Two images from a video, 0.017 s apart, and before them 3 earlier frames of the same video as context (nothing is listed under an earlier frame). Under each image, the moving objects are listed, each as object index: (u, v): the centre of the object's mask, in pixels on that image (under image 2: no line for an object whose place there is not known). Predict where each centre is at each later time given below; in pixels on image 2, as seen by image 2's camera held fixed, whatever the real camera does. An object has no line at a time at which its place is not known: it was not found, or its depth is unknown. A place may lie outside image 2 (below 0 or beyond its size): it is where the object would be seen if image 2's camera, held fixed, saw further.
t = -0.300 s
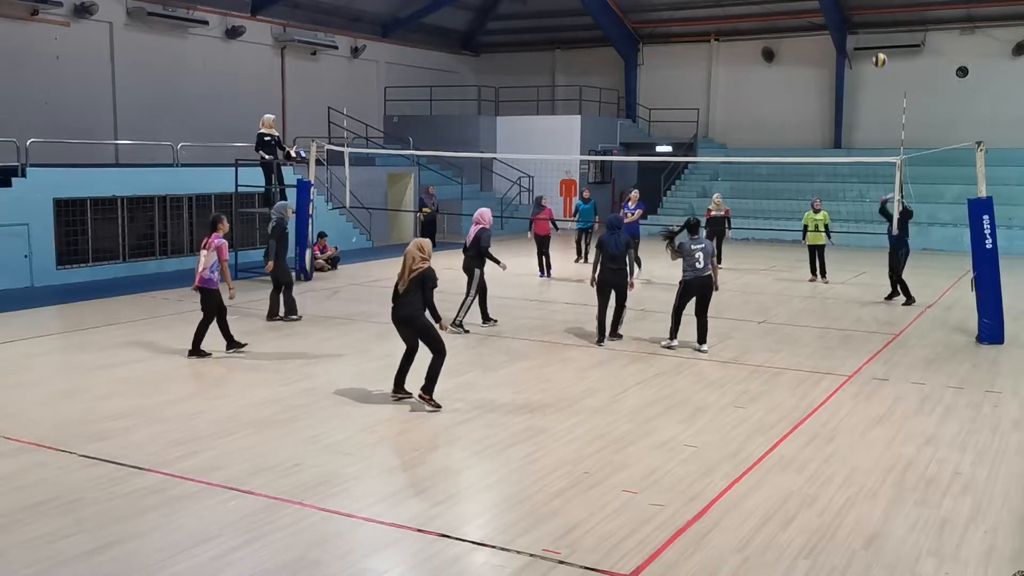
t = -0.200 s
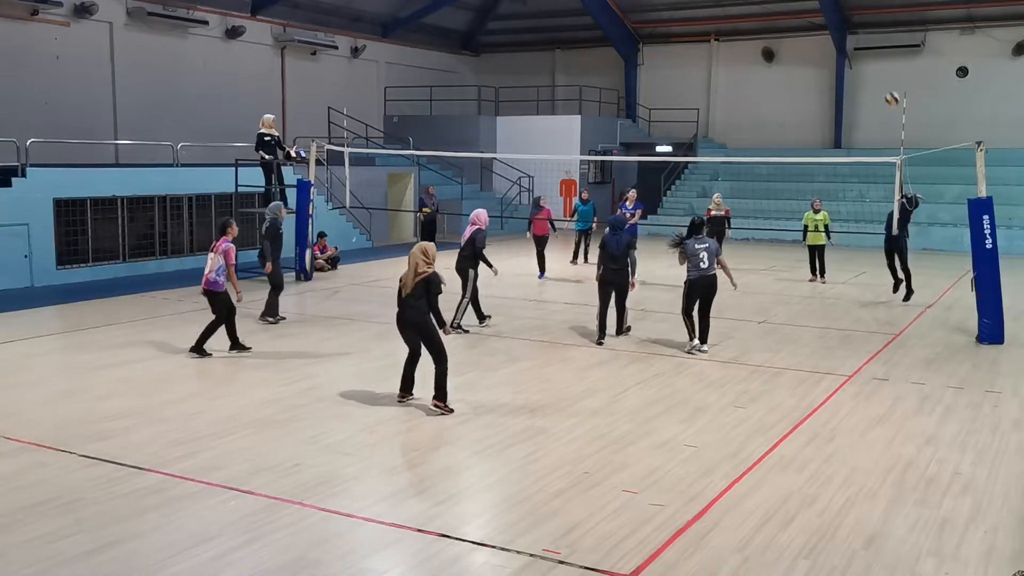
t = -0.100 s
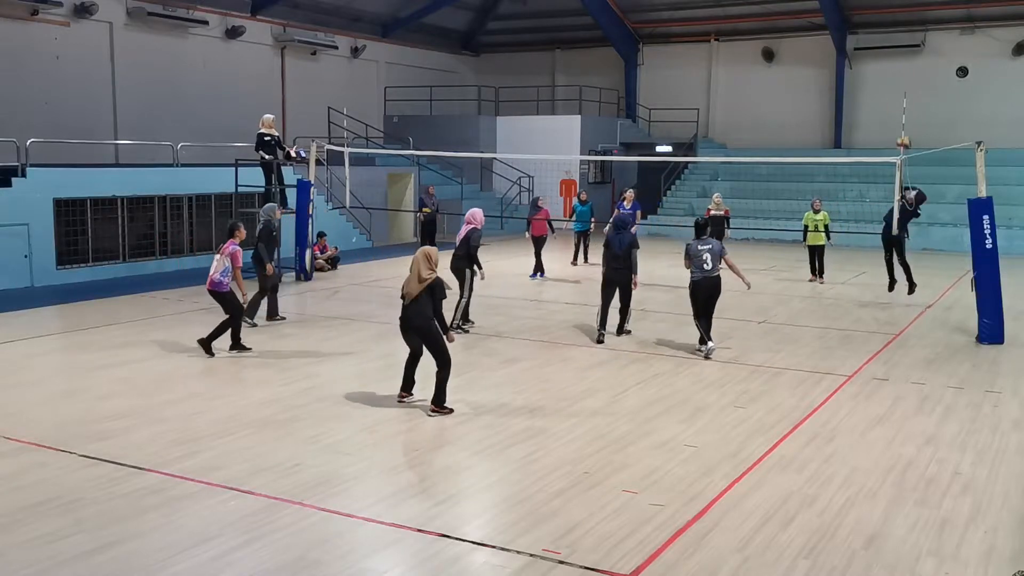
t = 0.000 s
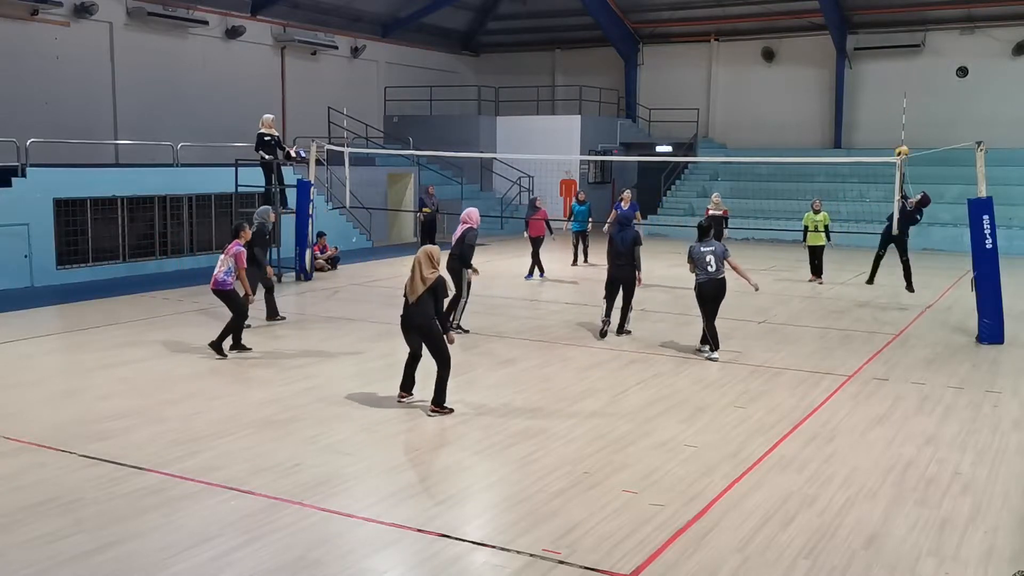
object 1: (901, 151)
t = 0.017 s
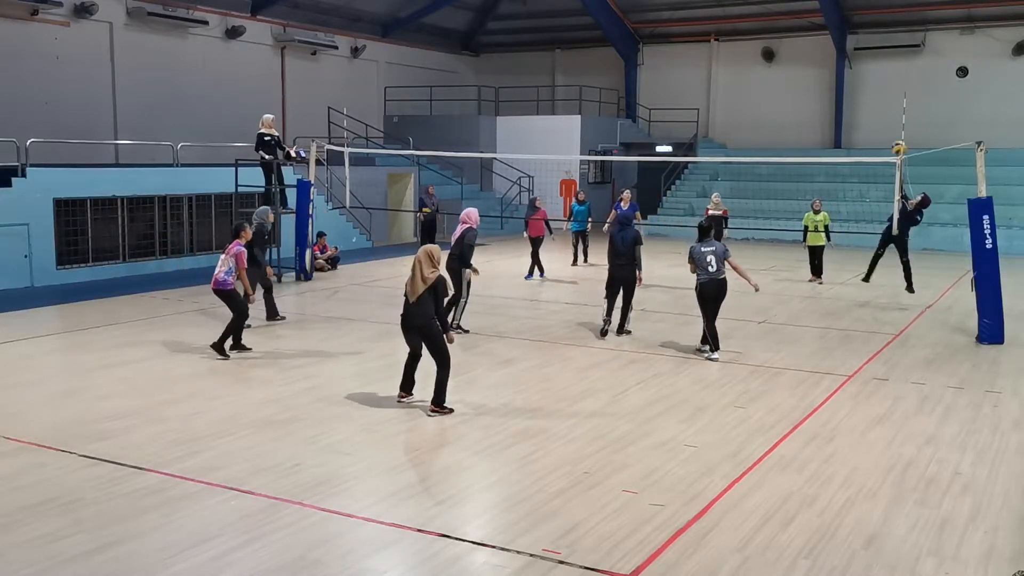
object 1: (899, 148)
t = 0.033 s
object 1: (896, 144)
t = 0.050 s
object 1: (894, 139)
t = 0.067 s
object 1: (891, 135)
